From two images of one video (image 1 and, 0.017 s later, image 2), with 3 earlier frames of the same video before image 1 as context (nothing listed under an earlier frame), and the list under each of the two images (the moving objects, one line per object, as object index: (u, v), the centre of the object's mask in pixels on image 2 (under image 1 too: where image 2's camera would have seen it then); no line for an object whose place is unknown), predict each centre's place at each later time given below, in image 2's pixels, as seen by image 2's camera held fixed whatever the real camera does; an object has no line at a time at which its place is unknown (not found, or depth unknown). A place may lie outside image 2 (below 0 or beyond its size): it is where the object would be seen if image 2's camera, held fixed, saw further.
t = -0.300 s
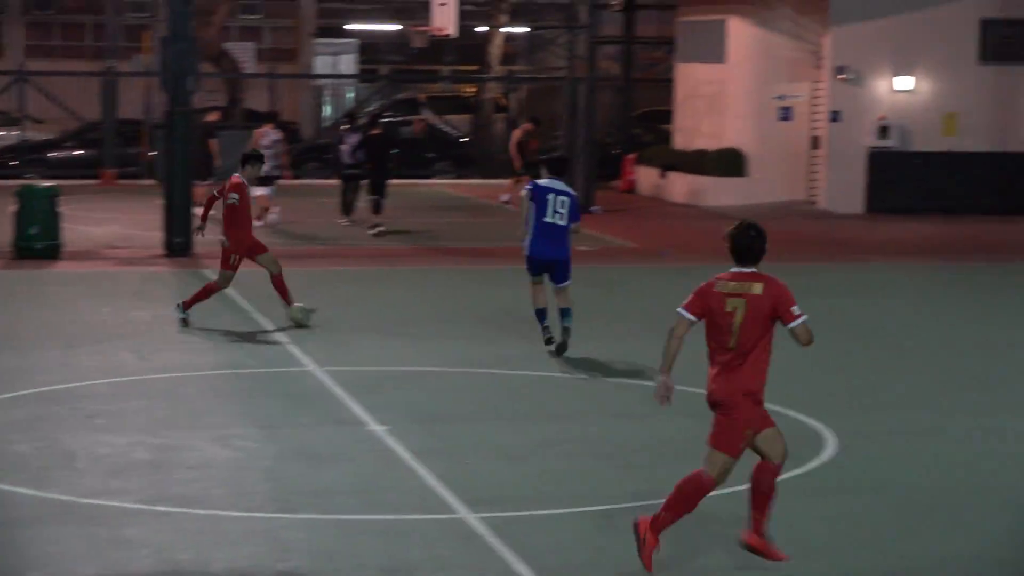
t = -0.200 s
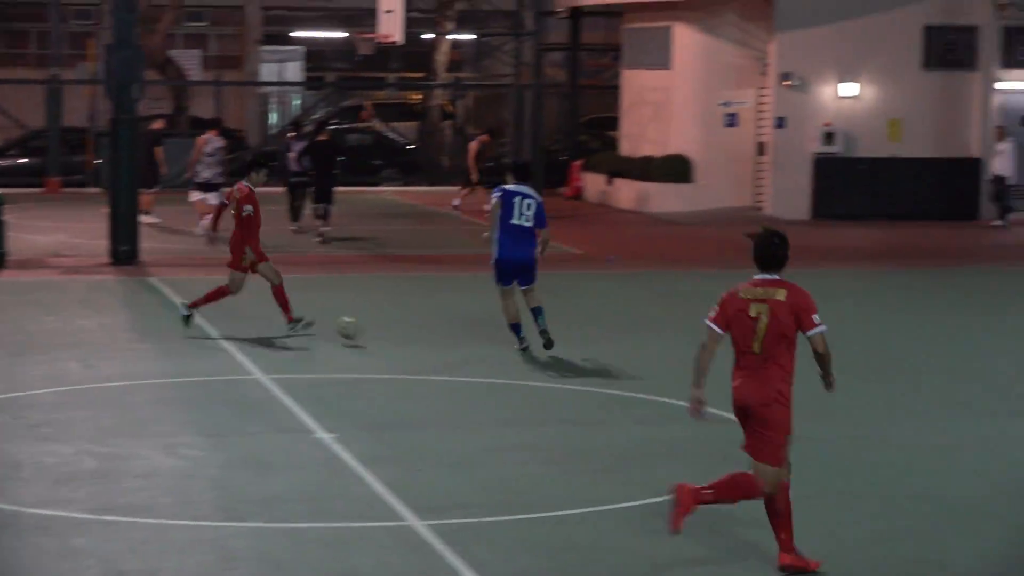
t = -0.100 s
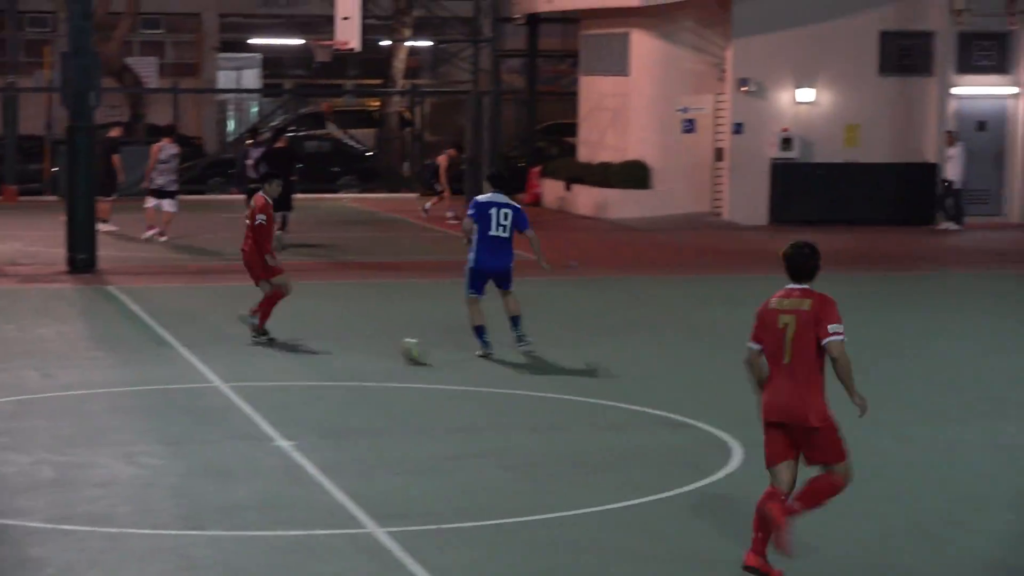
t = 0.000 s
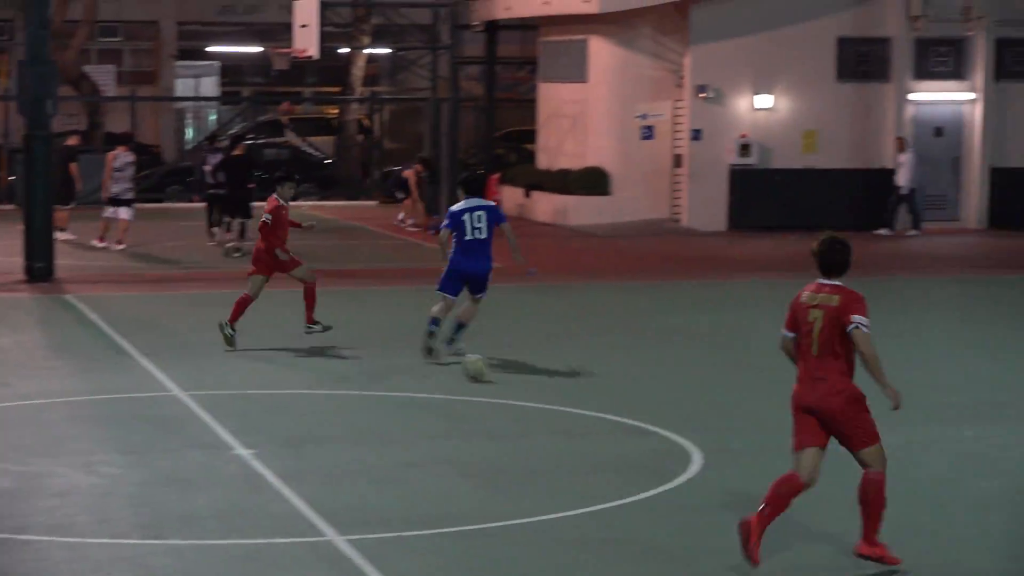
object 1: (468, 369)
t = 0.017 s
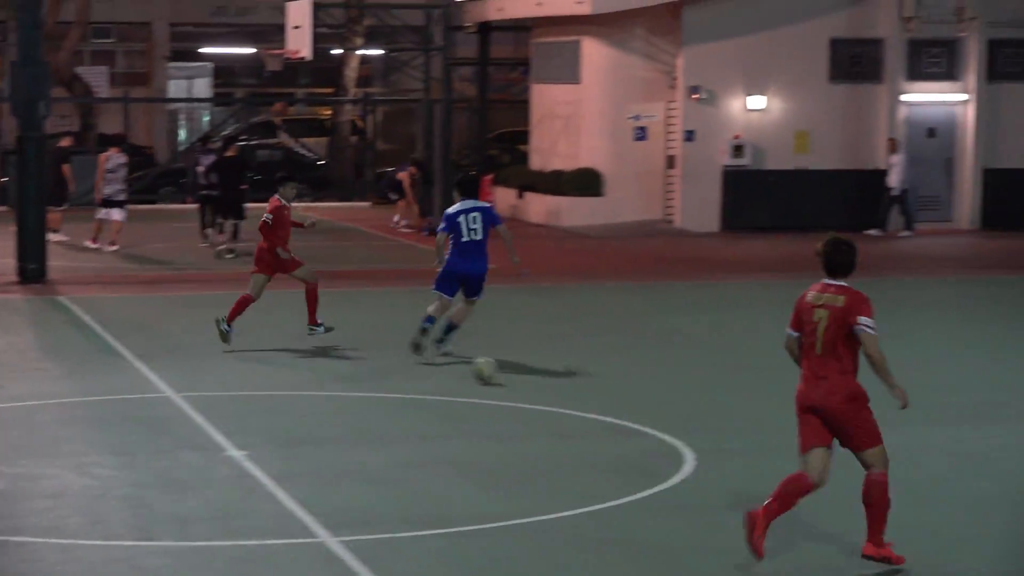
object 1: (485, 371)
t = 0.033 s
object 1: (501, 372)
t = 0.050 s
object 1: (521, 373)
